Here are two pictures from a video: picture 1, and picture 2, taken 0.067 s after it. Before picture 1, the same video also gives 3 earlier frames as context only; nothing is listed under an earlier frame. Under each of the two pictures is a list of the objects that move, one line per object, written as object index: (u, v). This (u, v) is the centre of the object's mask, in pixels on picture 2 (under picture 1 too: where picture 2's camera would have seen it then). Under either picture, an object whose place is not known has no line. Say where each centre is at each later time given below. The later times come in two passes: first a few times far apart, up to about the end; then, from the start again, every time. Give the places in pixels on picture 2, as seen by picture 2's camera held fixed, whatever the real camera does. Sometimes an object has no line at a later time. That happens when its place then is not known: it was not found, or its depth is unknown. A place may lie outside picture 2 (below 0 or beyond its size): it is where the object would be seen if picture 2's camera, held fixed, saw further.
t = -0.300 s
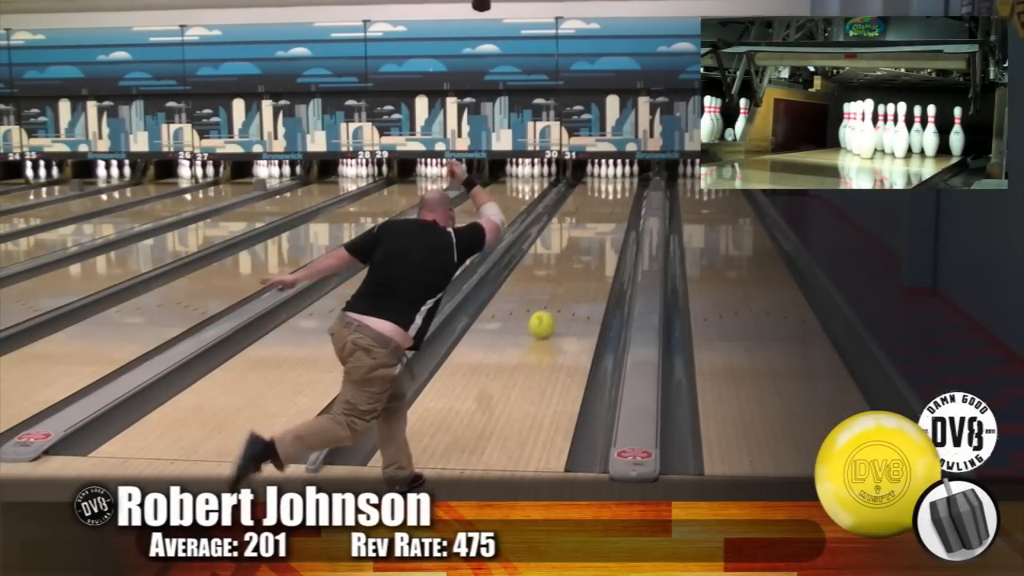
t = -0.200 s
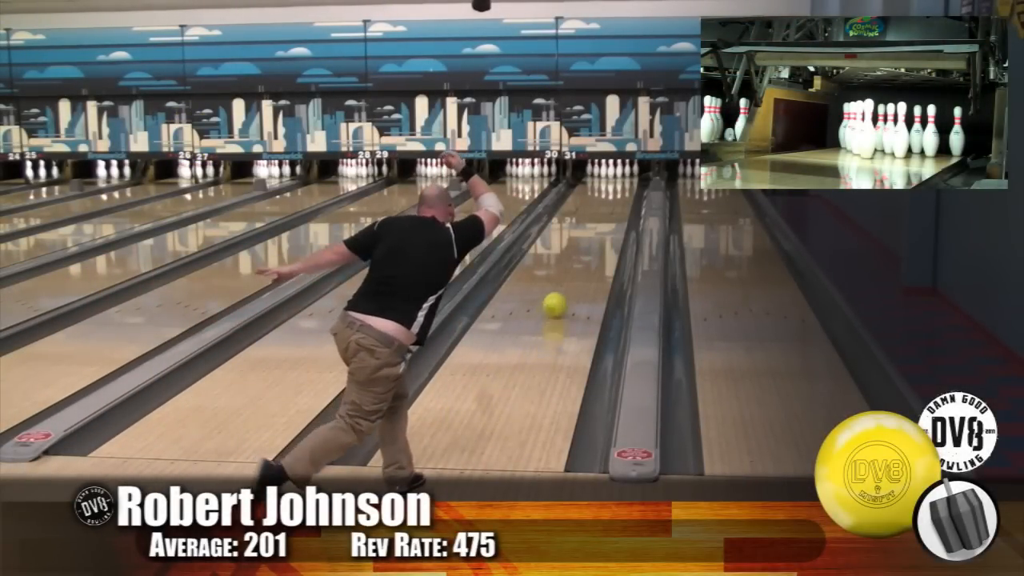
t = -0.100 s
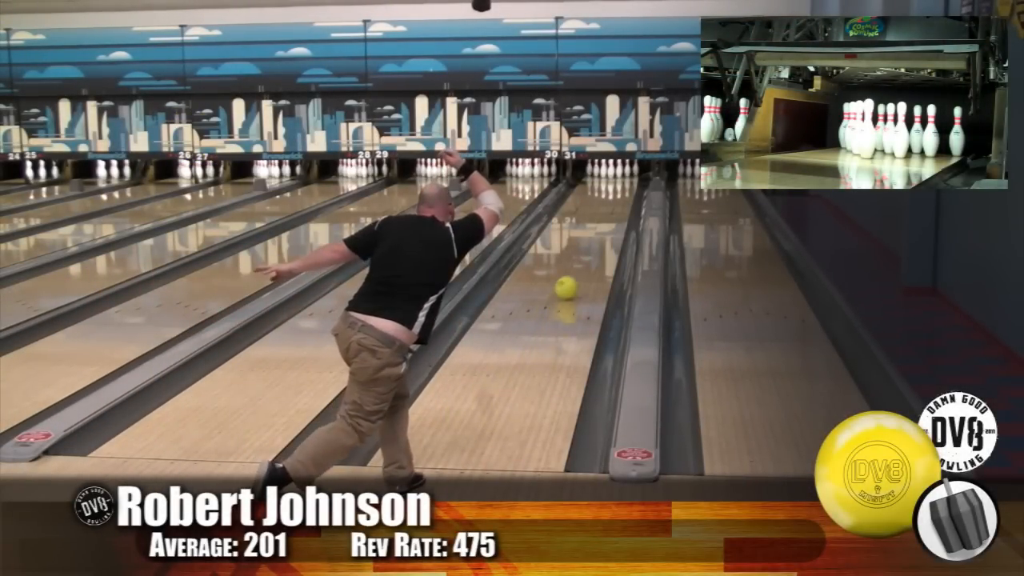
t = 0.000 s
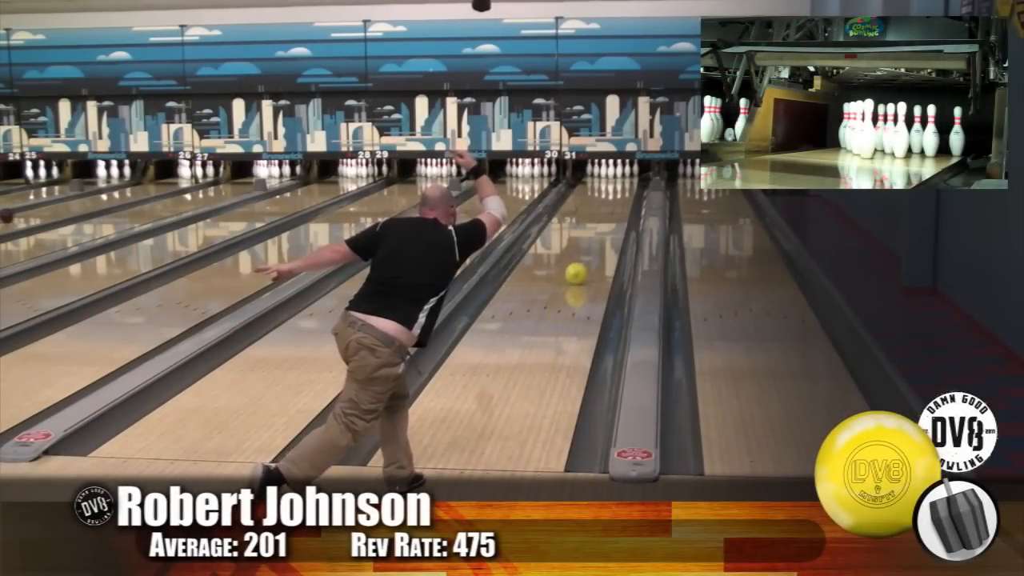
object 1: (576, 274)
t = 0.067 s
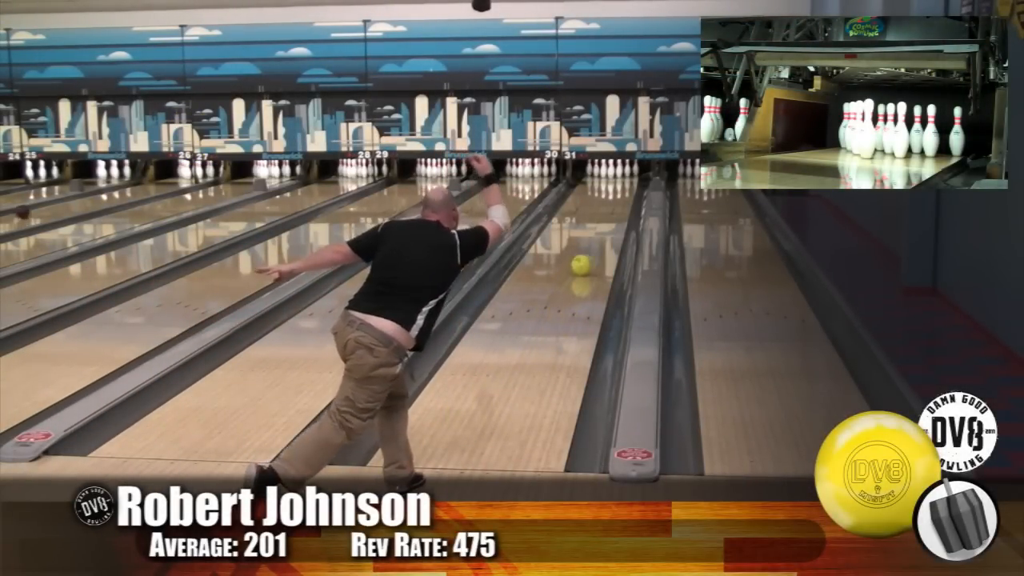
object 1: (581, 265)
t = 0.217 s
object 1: (592, 249)
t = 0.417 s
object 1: (603, 231)
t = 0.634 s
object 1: (611, 214)
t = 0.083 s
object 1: (582, 264)
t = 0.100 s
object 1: (583, 261)
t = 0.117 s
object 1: (584, 259)
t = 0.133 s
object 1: (586, 258)
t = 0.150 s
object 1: (587, 256)
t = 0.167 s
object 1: (588, 254)
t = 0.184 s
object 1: (589, 252)
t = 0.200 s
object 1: (591, 250)
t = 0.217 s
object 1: (592, 249)
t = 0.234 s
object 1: (593, 247)
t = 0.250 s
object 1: (594, 246)
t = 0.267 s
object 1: (595, 244)
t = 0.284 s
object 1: (596, 242)
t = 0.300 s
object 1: (597, 241)
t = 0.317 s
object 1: (598, 240)
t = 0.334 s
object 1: (599, 238)
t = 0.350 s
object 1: (599, 237)
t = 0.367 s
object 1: (600, 235)
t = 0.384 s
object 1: (600, 234)
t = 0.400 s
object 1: (602, 232)
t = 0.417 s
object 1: (603, 231)
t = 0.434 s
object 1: (604, 229)
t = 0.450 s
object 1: (604, 227)
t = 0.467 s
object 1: (605, 226)
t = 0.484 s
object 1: (605, 225)
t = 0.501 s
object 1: (606, 224)
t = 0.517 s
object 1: (607, 222)
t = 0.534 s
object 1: (608, 221)
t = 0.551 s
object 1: (609, 220)
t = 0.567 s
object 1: (609, 219)
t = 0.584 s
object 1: (609, 218)
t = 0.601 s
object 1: (610, 216)
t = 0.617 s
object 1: (610, 215)
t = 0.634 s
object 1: (611, 214)
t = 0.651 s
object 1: (612, 213)
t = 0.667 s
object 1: (612, 213)
